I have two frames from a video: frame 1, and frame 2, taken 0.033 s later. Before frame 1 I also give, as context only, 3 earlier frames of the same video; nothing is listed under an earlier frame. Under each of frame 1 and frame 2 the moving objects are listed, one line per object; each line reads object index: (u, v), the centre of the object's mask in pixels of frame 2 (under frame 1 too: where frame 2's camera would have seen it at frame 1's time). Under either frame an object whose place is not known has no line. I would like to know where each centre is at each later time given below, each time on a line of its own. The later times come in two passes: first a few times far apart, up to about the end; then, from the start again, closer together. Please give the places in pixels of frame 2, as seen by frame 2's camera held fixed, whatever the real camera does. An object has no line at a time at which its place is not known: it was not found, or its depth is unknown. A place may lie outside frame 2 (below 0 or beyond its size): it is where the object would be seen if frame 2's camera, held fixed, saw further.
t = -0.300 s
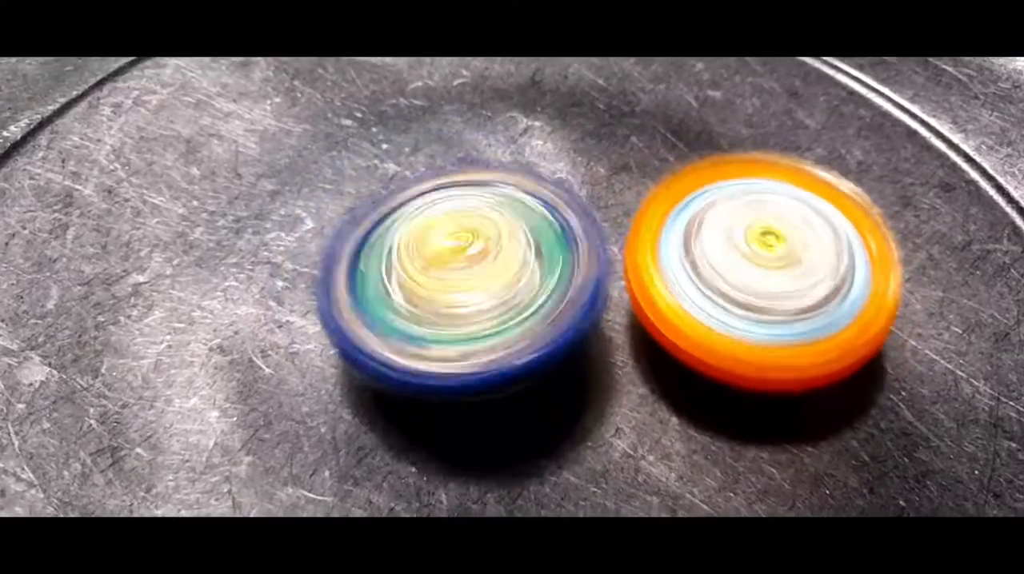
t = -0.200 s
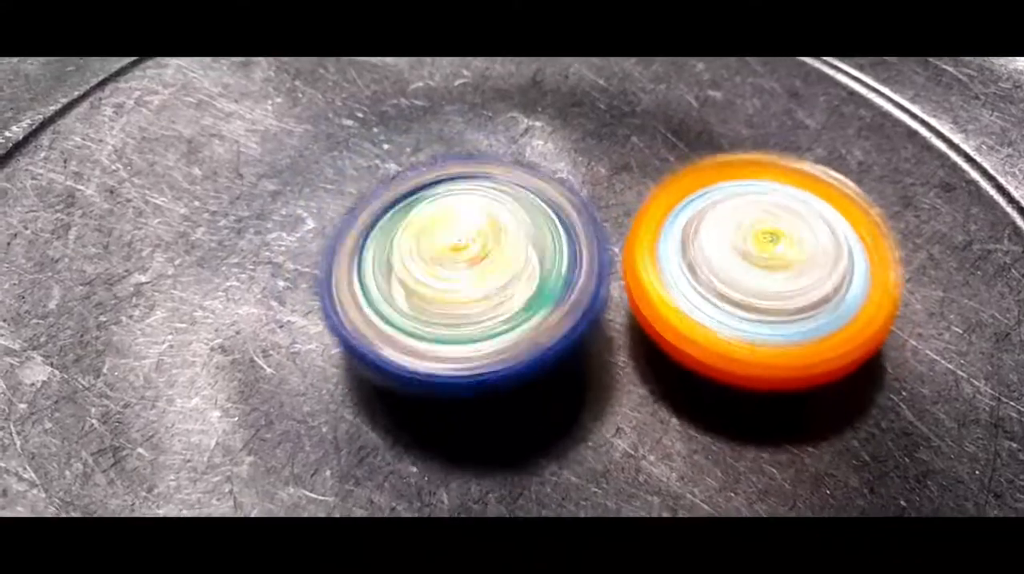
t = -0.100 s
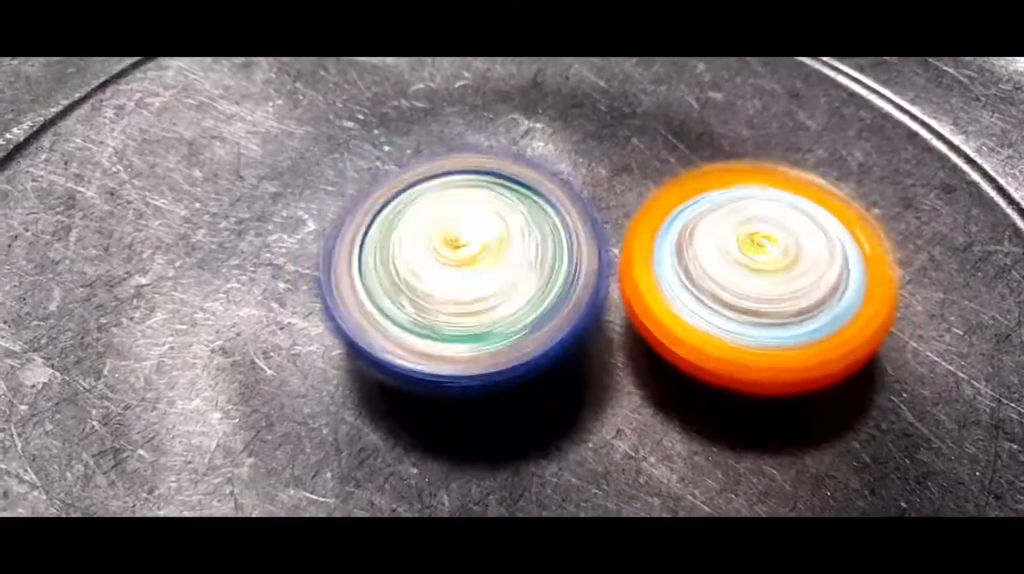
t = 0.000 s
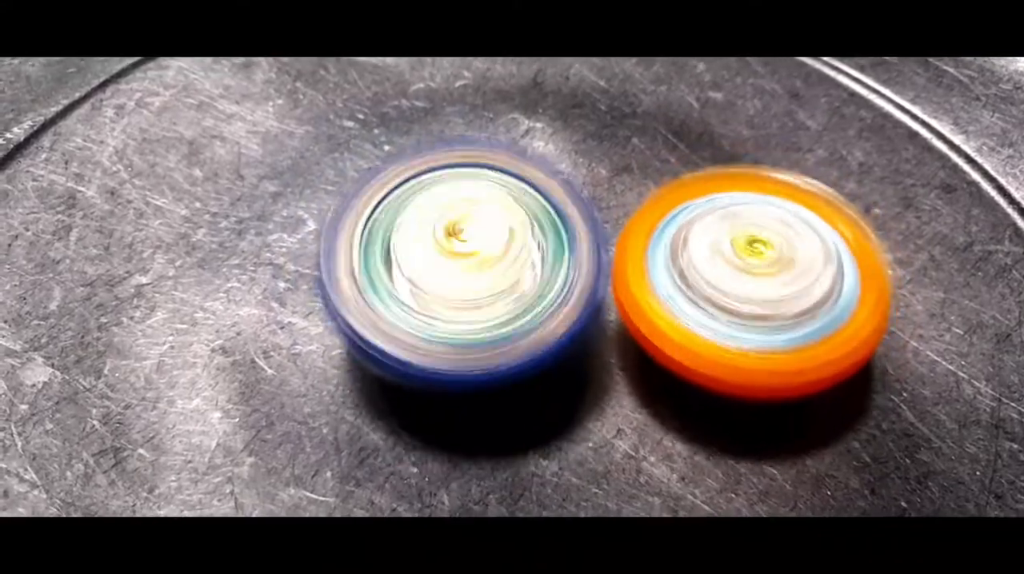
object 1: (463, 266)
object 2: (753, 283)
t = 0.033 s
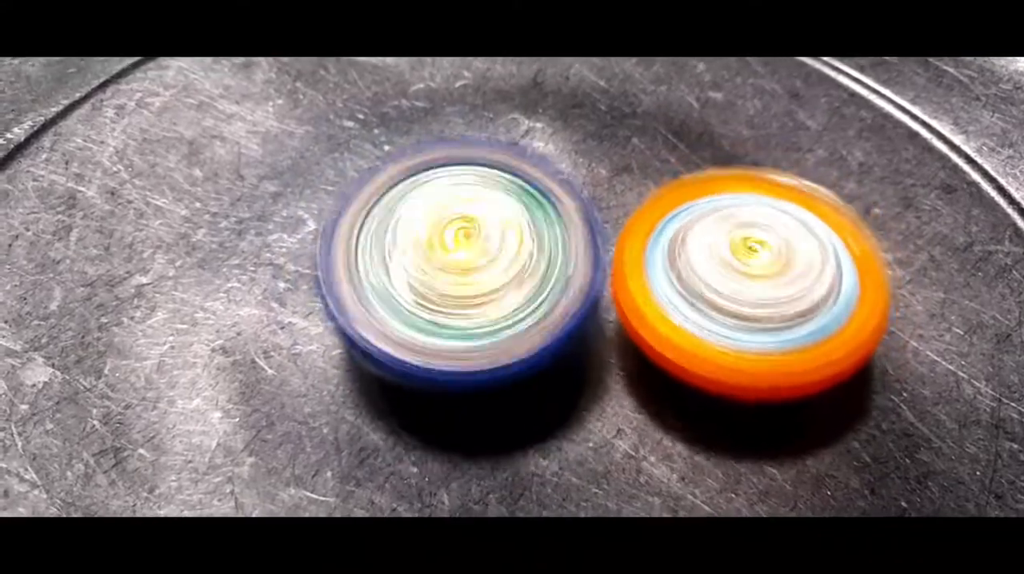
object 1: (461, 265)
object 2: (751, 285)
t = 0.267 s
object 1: (442, 267)
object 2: (755, 299)
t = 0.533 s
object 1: (436, 275)
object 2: (762, 303)
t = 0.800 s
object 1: (453, 291)
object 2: (769, 290)
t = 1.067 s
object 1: (455, 285)
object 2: (759, 280)
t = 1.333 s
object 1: (455, 271)
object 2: (749, 278)
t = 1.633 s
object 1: (447, 263)
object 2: (756, 273)
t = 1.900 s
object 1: (444, 270)
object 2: (756, 282)
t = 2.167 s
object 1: (450, 276)
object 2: (762, 285)
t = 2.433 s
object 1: (459, 270)
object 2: (746, 285)
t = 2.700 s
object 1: (447, 279)
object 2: (745, 283)
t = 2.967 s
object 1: (455, 293)
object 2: (749, 282)
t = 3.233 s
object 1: (432, 307)
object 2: (780, 275)
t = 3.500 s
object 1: (462, 277)
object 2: (768, 273)
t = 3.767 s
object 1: (453, 269)
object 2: (747, 276)
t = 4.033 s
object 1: (437, 287)
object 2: (753, 284)
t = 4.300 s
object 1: (453, 339)
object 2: (749, 285)
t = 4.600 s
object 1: (492, 372)
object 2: (774, 269)
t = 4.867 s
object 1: (509, 363)
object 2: (771, 264)
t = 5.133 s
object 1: (375, 346)
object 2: (774, 269)
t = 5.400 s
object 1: (300, 315)
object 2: (746, 281)
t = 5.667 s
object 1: (356, 305)
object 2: (702, 275)
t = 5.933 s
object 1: (362, 301)
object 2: (790, 292)
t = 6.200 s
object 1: (398, 275)
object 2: (794, 285)
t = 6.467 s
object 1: (493, 234)
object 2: (776, 287)
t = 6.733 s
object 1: (460, 228)
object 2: (779, 287)
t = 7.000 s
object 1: (443, 308)
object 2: (757, 273)
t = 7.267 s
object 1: (491, 381)
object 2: (734, 260)
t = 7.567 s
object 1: (516, 388)
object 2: (740, 244)
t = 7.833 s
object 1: (496, 387)
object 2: (729, 250)
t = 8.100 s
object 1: (432, 335)
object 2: (703, 256)
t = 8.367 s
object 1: (376, 258)
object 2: (689, 256)
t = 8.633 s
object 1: (382, 255)
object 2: (665, 264)
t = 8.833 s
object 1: (341, 266)
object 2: (698, 286)
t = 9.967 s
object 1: (320, 307)
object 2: (618, 275)
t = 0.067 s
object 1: (461, 266)
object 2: (751, 286)
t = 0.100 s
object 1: (455, 265)
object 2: (751, 289)
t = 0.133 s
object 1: (443, 265)
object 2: (756, 294)
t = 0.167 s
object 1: (440, 265)
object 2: (756, 295)
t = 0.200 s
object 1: (439, 265)
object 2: (756, 296)
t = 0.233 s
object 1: (442, 267)
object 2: (755, 297)
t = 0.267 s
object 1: (442, 267)
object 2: (755, 299)
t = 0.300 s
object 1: (442, 268)
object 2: (753, 299)
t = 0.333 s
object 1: (443, 269)
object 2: (751, 299)
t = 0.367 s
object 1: (445, 269)
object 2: (749, 299)
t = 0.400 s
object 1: (449, 271)
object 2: (746, 300)
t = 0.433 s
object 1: (445, 272)
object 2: (751, 301)
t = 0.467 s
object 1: (434, 271)
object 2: (762, 302)
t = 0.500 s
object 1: (433, 273)
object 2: (763, 302)
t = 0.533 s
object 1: (436, 275)
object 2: (762, 303)
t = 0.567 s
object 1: (440, 278)
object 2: (761, 302)
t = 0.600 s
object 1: (445, 280)
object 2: (759, 297)
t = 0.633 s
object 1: (450, 282)
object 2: (752, 295)
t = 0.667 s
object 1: (457, 284)
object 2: (753, 294)
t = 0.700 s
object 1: (448, 287)
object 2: (763, 294)
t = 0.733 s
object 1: (447, 291)
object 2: (769, 291)
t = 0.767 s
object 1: (452, 291)
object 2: (769, 291)
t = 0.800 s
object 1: (453, 291)
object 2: (769, 290)
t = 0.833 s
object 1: (455, 290)
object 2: (768, 287)
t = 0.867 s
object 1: (457, 291)
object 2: (765, 285)
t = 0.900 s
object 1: (458, 290)
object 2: (764, 285)
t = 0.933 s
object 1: (459, 290)
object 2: (761, 284)
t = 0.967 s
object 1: (461, 289)
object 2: (758, 281)
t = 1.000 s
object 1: (464, 287)
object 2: (753, 279)
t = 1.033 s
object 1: (464, 286)
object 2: (753, 279)
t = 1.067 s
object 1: (455, 285)
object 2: (759, 280)
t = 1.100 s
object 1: (454, 284)
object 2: (758, 280)
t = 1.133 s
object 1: (454, 283)
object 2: (759, 280)
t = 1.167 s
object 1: (456, 281)
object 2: (758, 278)
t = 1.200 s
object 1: (455, 279)
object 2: (756, 277)
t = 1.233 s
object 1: (456, 277)
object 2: (756, 278)
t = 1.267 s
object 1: (455, 275)
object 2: (754, 277)
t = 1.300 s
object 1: (454, 273)
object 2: (752, 277)
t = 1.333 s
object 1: (455, 271)
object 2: (749, 278)
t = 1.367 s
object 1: (455, 270)
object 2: (748, 278)
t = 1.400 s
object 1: (455, 267)
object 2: (744, 277)
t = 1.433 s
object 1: (453, 267)
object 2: (740, 276)
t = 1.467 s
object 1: (441, 266)
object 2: (749, 273)
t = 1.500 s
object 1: (437, 267)
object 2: (757, 274)
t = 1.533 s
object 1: (440, 267)
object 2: (758, 274)
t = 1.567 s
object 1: (444, 265)
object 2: (756, 275)
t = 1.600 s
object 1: (446, 265)
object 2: (756, 275)
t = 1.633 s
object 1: (447, 263)
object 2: (756, 273)
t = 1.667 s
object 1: (449, 263)
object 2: (753, 274)
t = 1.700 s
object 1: (450, 263)
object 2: (754, 275)
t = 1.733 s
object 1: (453, 265)
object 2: (753, 275)
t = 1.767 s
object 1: (453, 266)
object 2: (751, 275)
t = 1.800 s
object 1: (456, 268)
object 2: (751, 277)
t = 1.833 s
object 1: (456, 267)
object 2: (749, 277)
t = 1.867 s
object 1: (451, 268)
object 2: (756, 278)
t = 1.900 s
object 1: (444, 270)
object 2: (756, 282)
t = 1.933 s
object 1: (446, 274)
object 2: (753, 282)
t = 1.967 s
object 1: (454, 273)
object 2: (752, 281)
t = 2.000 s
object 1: (456, 273)
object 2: (749, 283)
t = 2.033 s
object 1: (451, 273)
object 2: (757, 283)
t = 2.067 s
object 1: (442, 274)
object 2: (763, 283)
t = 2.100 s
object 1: (441, 276)
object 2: (762, 284)
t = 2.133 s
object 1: (447, 276)
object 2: (763, 286)
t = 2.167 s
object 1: (450, 276)
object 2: (762, 285)
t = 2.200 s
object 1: (454, 274)
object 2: (759, 284)
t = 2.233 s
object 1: (454, 274)
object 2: (758, 285)
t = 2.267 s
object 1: (456, 273)
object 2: (757, 285)
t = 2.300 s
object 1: (457, 271)
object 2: (754, 284)
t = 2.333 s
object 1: (457, 271)
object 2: (752, 285)
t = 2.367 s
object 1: (460, 268)
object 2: (749, 285)
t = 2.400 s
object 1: (458, 269)
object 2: (747, 283)
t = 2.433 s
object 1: (459, 270)
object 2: (746, 285)
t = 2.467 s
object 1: (451, 274)
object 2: (750, 284)
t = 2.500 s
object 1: (450, 279)
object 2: (750, 282)
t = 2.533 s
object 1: (454, 277)
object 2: (749, 284)
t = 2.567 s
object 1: (456, 276)
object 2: (746, 283)
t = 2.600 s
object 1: (453, 276)
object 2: (748, 283)
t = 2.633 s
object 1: (444, 280)
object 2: (748, 285)
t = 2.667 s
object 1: (446, 280)
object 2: (746, 284)
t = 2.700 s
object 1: (447, 279)
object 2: (745, 283)
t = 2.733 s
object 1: (448, 276)
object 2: (743, 283)
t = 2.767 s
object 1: (438, 280)
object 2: (747, 282)
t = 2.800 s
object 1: (435, 286)
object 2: (753, 280)
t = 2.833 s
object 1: (441, 289)
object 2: (753, 283)
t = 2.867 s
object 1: (445, 292)
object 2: (752, 282)
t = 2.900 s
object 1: (447, 290)
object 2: (751, 281)
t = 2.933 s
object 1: (450, 291)
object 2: (751, 282)
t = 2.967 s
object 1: (455, 293)
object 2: (749, 282)
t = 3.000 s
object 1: (458, 295)
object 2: (750, 281)
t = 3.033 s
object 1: (456, 298)
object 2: (754, 283)
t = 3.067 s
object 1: (431, 304)
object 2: (772, 281)
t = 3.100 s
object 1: (420, 310)
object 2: (779, 280)
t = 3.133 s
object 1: (422, 313)
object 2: (781, 279)
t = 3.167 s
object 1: (429, 310)
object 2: (779, 278)
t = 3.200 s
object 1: (432, 309)
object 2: (779, 276)
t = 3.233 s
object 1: (432, 307)
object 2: (780, 275)
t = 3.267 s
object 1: (435, 306)
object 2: (777, 274)
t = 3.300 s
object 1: (438, 305)
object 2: (773, 274)
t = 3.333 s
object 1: (443, 303)
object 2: (772, 274)
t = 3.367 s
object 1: (449, 299)
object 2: (769, 273)
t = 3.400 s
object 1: (459, 297)
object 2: (764, 274)
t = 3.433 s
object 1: (469, 291)
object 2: (762, 273)
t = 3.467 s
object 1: (470, 287)
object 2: (763, 274)
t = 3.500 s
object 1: (462, 277)
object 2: (768, 273)
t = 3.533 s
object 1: (451, 276)
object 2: (770, 275)
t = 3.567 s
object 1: (452, 277)
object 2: (768, 274)
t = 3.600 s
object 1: (457, 274)
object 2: (763, 276)
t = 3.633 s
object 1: (455, 269)
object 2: (759, 276)
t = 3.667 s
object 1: (453, 270)
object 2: (755, 274)
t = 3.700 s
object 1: (454, 271)
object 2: (751, 276)
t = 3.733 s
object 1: (457, 269)
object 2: (748, 276)
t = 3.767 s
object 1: (453, 269)
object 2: (747, 276)
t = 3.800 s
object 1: (450, 266)
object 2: (748, 279)
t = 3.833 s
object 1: (451, 267)
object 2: (747, 279)
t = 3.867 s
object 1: (452, 267)
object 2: (743, 280)
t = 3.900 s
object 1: (446, 270)
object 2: (746, 281)
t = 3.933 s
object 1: (447, 274)
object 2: (745, 281)
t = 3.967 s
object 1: (451, 278)
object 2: (743, 284)
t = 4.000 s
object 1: (441, 281)
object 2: (751, 285)
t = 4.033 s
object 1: (437, 287)
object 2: (753, 284)
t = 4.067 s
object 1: (436, 295)
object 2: (756, 287)
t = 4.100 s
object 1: (433, 301)
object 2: (755, 287)
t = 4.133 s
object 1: (435, 307)
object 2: (753, 287)
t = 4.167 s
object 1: (435, 313)
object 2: (754, 286)
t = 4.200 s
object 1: (437, 321)
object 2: (754, 285)
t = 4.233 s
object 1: (442, 327)
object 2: (753, 287)
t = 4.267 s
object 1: (447, 334)
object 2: (750, 286)
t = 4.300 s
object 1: (453, 339)
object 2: (749, 285)
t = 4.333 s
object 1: (465, 348)
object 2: (750, 287)
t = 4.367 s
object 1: (471, 353)
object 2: (748, 283)
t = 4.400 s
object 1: (474, 361)
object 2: (752, 278)
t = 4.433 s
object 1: (483, 361)
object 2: (756, 279)
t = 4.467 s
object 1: (486, 367)
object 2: (761, 278)
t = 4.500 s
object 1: (493, 369)
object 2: (763, 280)
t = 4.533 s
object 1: (491, 370)
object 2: (765, 276)
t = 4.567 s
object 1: (489, 373)
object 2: (770, 270)
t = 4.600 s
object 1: (492, 372)
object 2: (774, 269)
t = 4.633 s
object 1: (491, 367)
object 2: (773, 267)
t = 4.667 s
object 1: (496, 362)
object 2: (770, 267)
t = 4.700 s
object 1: (498, 357)
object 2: (769, 265)
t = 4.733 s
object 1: (505, 351)
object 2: (769, 263)
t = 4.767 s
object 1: (495, 354)
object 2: (774, 262)
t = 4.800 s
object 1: (494, 364)
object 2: (776, 261)
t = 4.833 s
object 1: (502, 366)
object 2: (773, 263)
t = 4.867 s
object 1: (509, 363)
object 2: (771, 264)
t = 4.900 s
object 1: (504, 359)
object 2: (769, 262)
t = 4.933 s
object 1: (500, 360)
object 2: (767, 264)
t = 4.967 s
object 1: (500, 362)
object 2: (765, 264)
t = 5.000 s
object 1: (501, 364)
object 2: (759, 267)
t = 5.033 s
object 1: (482, 367)
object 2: (764, 268)
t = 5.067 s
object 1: (443, 363)
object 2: (773, 264)
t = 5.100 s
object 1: (405, 358)
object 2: (776, 269)
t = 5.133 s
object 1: (375, 346)
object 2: (774, 269)
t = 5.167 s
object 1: (350, 334)
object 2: (770, 273)
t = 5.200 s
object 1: (331, 328)
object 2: (767, 272)
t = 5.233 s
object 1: (315, 319)
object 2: (761, 275)
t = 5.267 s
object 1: (306, 316)
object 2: (758, 276)
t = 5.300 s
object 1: (300, 318)
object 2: (753, 277)
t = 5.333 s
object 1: (296, 316)
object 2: (751, 279)
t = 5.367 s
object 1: (296, 315)
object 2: (748, 278)
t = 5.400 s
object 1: (300, 315)
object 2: (746, 281)
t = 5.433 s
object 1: (305, 312)
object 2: (742, 280)
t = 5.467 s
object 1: (312, 310)
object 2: (735, 282)
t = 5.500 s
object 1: (318, 306)
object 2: (731, 281)
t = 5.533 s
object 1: (321, 304)
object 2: (722, 281)
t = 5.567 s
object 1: (326, 306)
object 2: (719, 280)
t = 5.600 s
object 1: (331, 307)
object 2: (713, 278)
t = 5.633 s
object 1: (341, 307)
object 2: (708, 278)
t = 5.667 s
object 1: (356, 305)
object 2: (702, 275)
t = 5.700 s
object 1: (378, 306)
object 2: (694, 275)
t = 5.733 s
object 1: (401, 309)
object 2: (689, 274)
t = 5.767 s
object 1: (383, 302)
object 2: (720, 277)
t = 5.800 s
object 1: (358, 294)
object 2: (760, 285)
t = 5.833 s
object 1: (341, 295)
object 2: (784, 290)
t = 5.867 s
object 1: (341, 302)
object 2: (797, 294)
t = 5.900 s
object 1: (349, 303)
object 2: (794, 297)
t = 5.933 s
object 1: (362, 301)
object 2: (790, 292)
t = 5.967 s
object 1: (372, 298)
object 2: (788, 291)
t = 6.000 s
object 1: (378, 292)
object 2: (790, 285)
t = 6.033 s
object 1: (381, 286)
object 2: (791, 287)
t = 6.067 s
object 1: (384, 283)
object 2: (792, 284)
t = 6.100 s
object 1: (386, 280)
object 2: (793, 286)
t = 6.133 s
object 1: (387, 280)
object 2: (794, 284)
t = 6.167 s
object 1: (389, 278)
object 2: (794, 287)
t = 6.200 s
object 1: (398, 275)
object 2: (794, 285)
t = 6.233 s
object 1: (413, 272)
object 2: (793, 288)
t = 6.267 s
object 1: (425, 270)
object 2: (792, 287)
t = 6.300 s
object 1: (441, 265)
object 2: (791, 289)
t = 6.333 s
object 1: (449, 261)
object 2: (787, 288)
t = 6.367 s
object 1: (463, 252)
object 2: (786, 290)
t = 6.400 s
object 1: (474, 246)
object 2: (782, 288)
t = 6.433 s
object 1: (482, 240)
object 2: (781, 290)
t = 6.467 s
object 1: (493, 234)
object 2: (776, 287)
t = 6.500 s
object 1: (502, 227)
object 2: (777, 289)
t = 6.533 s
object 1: (499, 224)
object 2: (781, 291)
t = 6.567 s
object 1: (498, 220)
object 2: (780, 294)
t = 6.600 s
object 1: (499, 220)
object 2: (773, 291)
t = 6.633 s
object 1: (487, 222)
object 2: (780, 292)
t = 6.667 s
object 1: (477, 221)
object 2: (781, 290)
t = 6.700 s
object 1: (469, 223)
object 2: (782, 288)
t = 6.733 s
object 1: (460, 228)
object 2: (779, 287)
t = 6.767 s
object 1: (455, 234)
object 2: (777, 284)
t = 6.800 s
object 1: (452, 241)
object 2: (775, 283)
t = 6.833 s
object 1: (443, 248)
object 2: (772, 280)
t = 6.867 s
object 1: (442, 258)
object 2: (770, 280)
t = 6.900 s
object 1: (445, 269)
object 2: (766, 276)
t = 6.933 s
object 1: (446, 280)
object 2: (764, 276)
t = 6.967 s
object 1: (447, 292)
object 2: (761, 274)
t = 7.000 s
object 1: (443, 308)
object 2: (757, 273)
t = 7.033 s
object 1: (445, 319)
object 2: (754, 270)
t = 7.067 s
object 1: (447, 332)
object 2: (752, 271)
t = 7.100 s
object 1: (454, 344)
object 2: (749, 268)
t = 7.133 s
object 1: (459, 356)
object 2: (746, 267)
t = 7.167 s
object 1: (466, 366)
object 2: (743, 264)
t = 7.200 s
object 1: (474, 371)
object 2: (741, 264)
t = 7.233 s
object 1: (482, 377)
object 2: (737, 261)
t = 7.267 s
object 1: (491, 381)
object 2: (734, 260)
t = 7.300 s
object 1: (500, 384)
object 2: (733, 257)
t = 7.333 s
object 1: (507, 386)
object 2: (735, 258)
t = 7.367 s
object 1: (497, 392)
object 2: (742, 252)
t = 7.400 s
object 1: (492, 397)
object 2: (751, 247)
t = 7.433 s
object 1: (501, 396)
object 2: (750, 244)
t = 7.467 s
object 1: (517, 398)
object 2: (749, 242)
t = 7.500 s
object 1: (520, 397)
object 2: (745, 241)
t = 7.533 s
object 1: (518, 390)
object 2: (743, 242)
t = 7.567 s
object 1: (516, 388)
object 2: (740, 244)
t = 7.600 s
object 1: (511, 388)
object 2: (740, 245)
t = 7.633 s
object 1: (504, 391)
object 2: (743, 249)
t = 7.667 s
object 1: (504, 390)
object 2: (739, 245)
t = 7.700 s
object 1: (505, 391)
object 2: (736, 249)
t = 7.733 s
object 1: (504, 390)
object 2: (734, 246)
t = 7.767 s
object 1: (504, 391)
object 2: (732, 249)
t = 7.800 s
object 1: (499, 392)
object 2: (729, 249)
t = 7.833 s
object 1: (496, 387)
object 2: (729, 250)
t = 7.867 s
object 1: (491, 387)
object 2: (725, 255)
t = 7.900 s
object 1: (480, 381)
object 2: (724, 254)
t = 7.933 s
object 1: (473, 377)
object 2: (720, 257)
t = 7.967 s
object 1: (463, 374)
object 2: (719, 256)
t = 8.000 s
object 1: (457, 364)
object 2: (717, 258)
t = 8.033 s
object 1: (448, 357)
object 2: (711, 257)
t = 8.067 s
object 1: (441, 343)
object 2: (710, 258)
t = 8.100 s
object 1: (432, 335)
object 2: (703, 256)
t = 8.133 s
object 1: (427, 322)
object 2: (701, 256)
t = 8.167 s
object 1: (424, 311)
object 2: (693, 256)
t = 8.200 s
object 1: (420, 298)
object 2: (690, 256)
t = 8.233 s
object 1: (415, 286)
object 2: (686, 256)
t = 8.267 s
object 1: (396, 276)
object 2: (696, 253)
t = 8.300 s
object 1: (385, 268)
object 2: (698, 255)
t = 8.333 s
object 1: (380, 262)
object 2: (694, 253)
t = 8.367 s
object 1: (376, 258)
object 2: (689, 256)
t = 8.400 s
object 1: (377, 253)
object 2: (682, 253)
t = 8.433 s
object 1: (383, 251)
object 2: (676, 253)
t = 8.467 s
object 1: (388, 247)
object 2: (671, 254)
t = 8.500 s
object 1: (391, 247)
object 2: (673, 253)
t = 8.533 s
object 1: (385, 248)
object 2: (675, 259)
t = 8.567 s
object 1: (386, 252)
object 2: (673, 260)
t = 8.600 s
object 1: (385, 253)
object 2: (671, 263)
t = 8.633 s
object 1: (382, 255)
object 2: (665, 264)
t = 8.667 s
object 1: (388, 254)
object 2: (662, 264)
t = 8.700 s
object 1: (394, 258)
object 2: (660, 266)
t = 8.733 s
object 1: (402, 263)
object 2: (661, 262)
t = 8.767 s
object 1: (391, 265)
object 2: (667, 266)
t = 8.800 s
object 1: (363, 265)
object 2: (687, 277)
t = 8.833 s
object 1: (341, 266)
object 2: (698, 286)
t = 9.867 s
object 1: (341, 305)
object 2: (616, 257)
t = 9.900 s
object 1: (333, 304)
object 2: (616, 262)
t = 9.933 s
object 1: (325, 305)
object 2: (618, 267)
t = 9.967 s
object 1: (320, 307)
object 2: (618, 275)
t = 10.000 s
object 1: (318, 310)
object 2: (616, 285)
